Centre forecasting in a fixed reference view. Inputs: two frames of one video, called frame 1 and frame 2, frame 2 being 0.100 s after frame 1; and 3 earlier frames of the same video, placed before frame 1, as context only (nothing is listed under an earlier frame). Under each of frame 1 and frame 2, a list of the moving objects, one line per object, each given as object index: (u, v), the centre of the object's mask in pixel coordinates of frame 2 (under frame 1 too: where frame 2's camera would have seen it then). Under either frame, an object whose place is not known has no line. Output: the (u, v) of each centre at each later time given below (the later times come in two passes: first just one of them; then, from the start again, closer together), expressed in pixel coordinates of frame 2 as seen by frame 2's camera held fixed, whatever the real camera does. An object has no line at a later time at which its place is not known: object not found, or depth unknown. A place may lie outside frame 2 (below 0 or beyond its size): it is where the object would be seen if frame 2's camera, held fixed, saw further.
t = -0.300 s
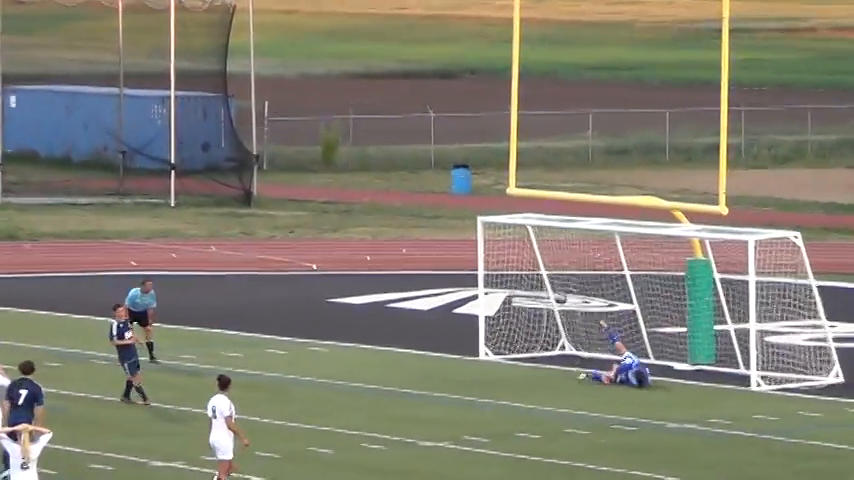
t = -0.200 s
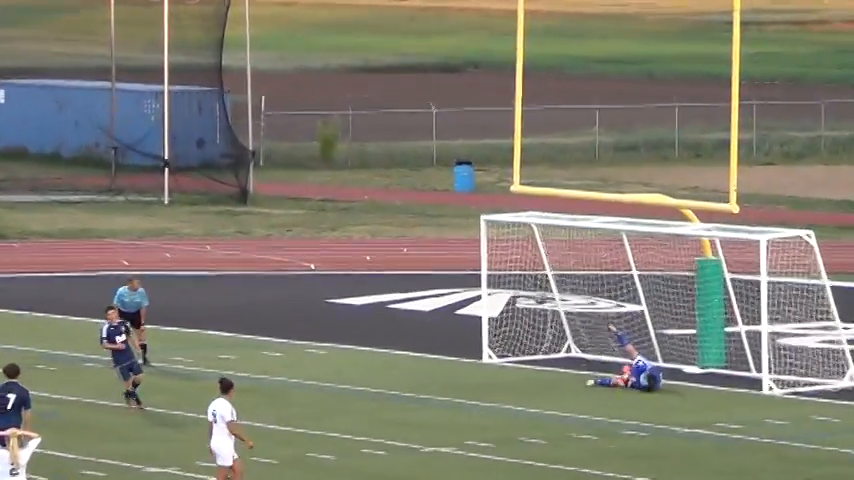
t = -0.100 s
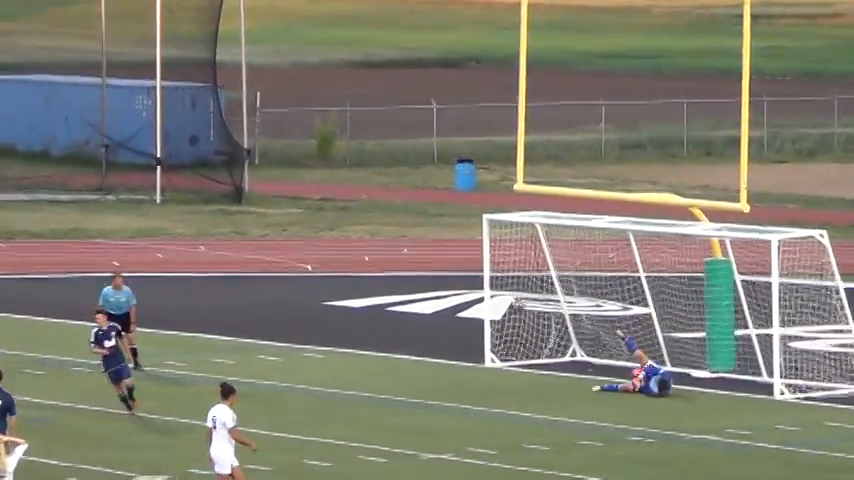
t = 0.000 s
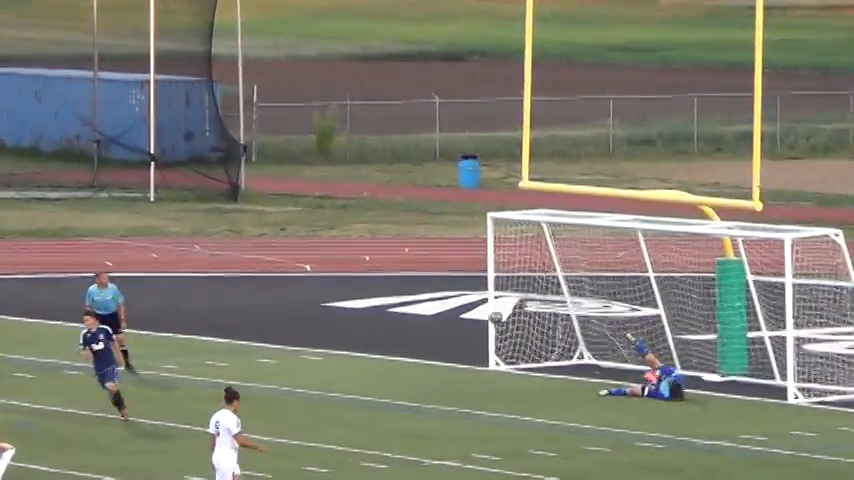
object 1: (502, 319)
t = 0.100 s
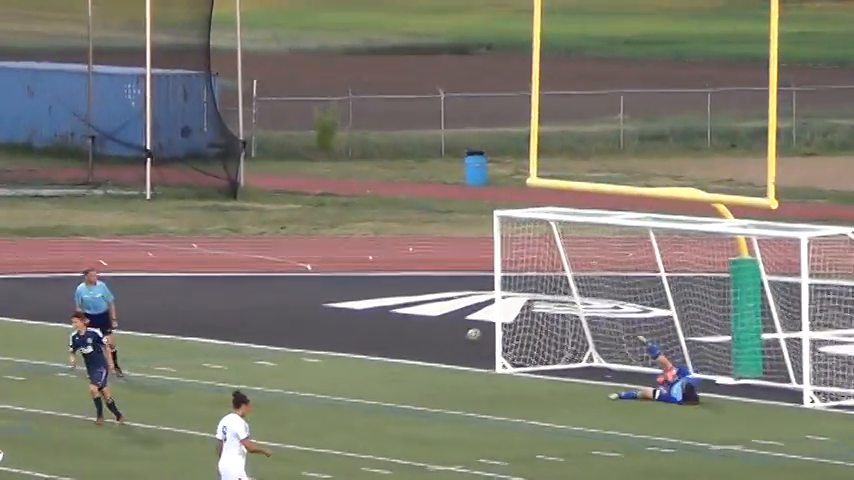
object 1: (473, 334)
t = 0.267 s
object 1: (434, 364)
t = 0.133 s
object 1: (465, 341)
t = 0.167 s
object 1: (455, 349)
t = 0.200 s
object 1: (446, 359)
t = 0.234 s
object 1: (437, 368)
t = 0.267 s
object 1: (434, 364)
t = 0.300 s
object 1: (432, 356)
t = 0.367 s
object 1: (429, 346)
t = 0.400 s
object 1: (427, 342)
